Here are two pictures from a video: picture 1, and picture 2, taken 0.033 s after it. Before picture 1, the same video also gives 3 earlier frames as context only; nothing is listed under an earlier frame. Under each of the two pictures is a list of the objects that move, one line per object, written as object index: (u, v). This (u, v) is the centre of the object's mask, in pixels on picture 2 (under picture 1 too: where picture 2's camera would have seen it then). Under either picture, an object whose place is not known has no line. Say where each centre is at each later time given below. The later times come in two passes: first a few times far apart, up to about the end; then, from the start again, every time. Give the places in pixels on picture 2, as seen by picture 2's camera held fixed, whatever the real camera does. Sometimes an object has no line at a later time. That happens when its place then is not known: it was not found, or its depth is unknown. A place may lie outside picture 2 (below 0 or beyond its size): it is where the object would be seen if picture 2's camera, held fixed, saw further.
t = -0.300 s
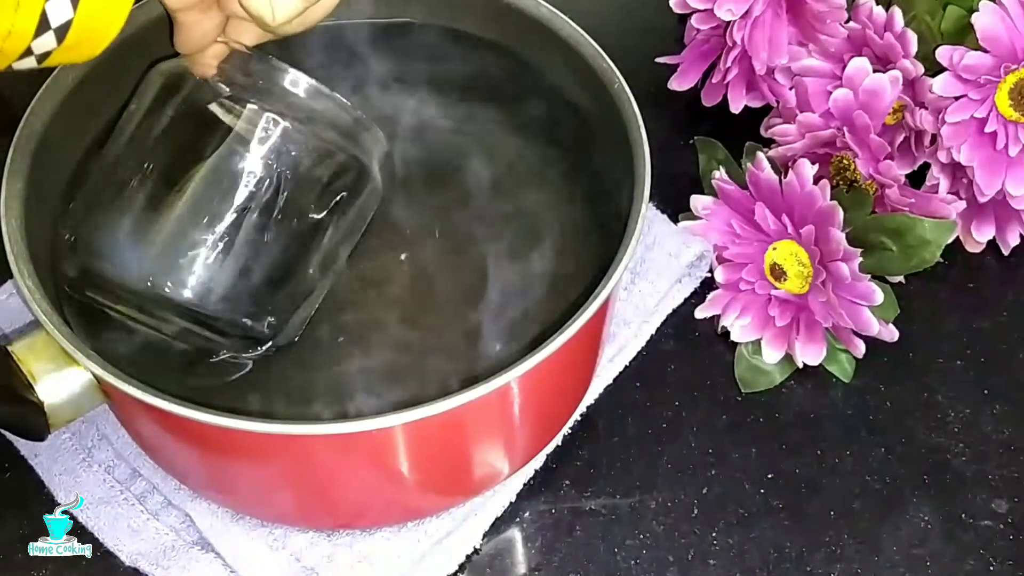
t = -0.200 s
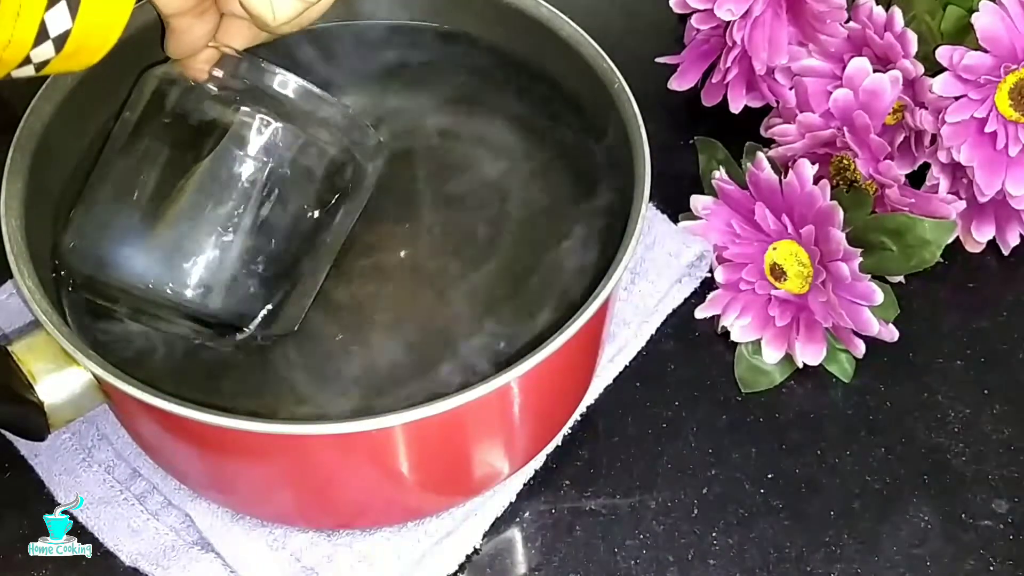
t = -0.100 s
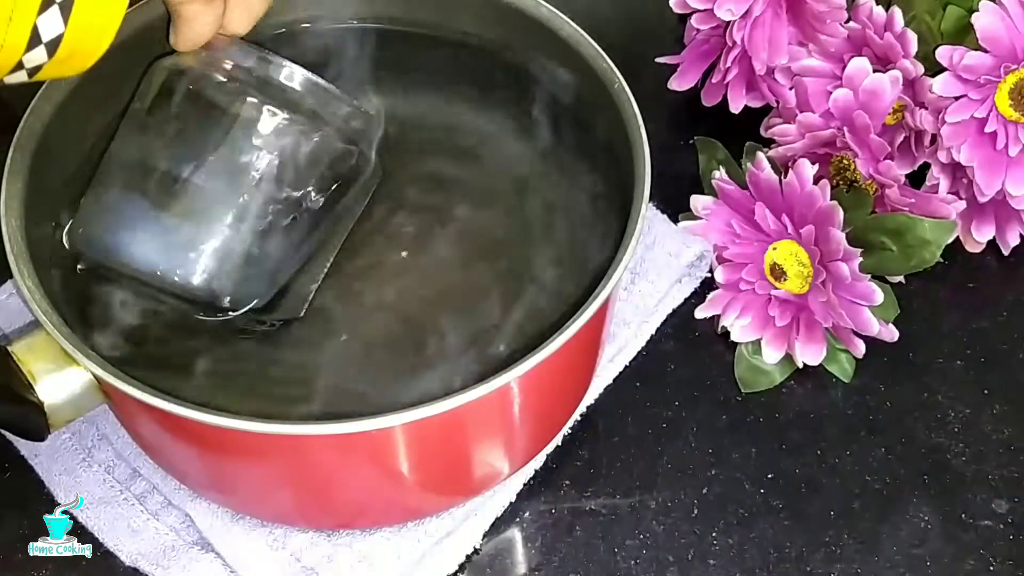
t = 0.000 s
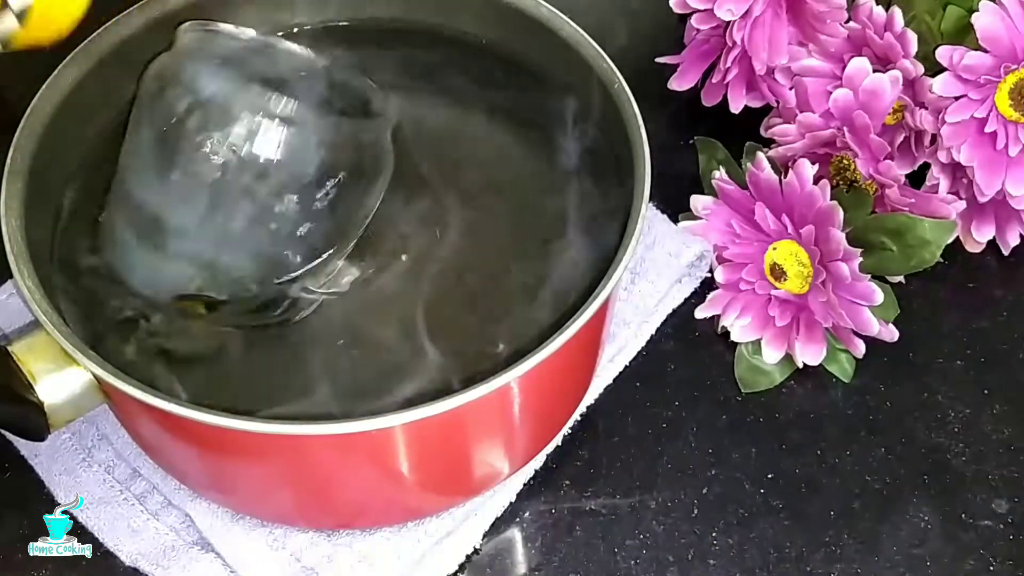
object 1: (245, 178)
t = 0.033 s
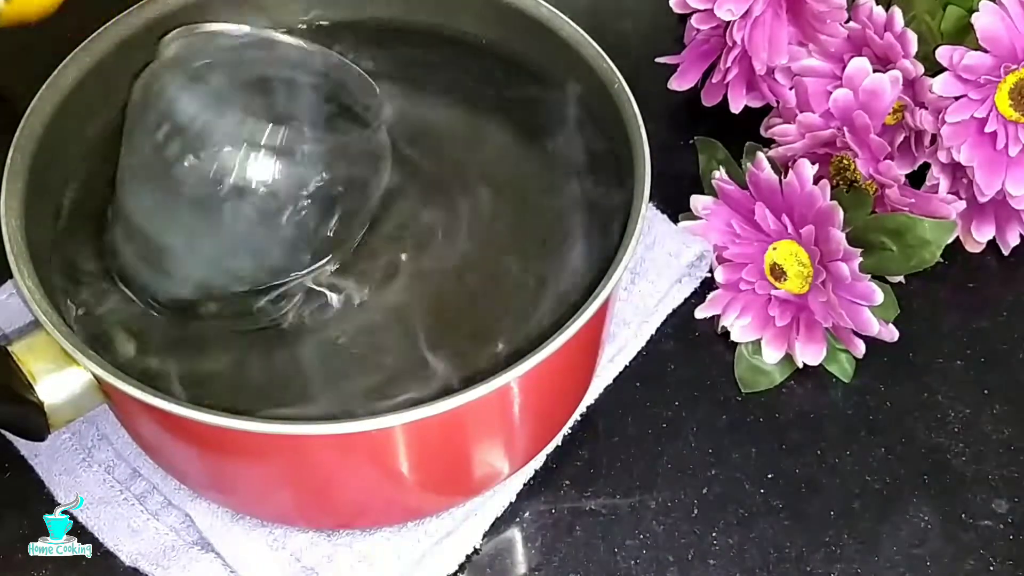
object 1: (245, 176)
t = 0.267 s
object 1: (252, 186)
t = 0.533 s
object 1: (260, 205)
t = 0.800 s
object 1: (267, 199)
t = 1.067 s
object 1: (277, 198)
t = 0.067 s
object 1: (238, 184)
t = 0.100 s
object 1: (227, 180)
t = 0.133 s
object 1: (224, 189)
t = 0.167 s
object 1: (227, 187)
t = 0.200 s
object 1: (236, 188)
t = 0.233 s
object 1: (246, 186)
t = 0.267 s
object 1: (252, 186)
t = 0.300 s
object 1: (258, 188)
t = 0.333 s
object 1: (265, 190)
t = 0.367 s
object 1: (268, 190)
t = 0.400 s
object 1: (269, 197)
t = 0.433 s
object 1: (266, 198)
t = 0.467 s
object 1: (263, 200)
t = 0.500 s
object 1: (264, 204)
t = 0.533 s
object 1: (260, 205)
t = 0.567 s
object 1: (258, 199)
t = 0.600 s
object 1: (260, 199)
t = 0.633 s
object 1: (266, 198)
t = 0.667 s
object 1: (268, 197)
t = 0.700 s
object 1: (271, 197)
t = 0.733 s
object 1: (271, 198)
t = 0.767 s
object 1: (272, 198)
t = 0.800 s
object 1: (267, 199)
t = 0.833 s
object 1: (260, 202)
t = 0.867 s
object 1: (255, 202)
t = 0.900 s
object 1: (254, 202)
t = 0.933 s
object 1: (262, 201)
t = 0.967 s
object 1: (267, 199)
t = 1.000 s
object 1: (274, 198)
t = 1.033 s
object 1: (275, 199)
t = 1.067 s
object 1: (277, 198)
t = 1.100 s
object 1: (279, 199)
